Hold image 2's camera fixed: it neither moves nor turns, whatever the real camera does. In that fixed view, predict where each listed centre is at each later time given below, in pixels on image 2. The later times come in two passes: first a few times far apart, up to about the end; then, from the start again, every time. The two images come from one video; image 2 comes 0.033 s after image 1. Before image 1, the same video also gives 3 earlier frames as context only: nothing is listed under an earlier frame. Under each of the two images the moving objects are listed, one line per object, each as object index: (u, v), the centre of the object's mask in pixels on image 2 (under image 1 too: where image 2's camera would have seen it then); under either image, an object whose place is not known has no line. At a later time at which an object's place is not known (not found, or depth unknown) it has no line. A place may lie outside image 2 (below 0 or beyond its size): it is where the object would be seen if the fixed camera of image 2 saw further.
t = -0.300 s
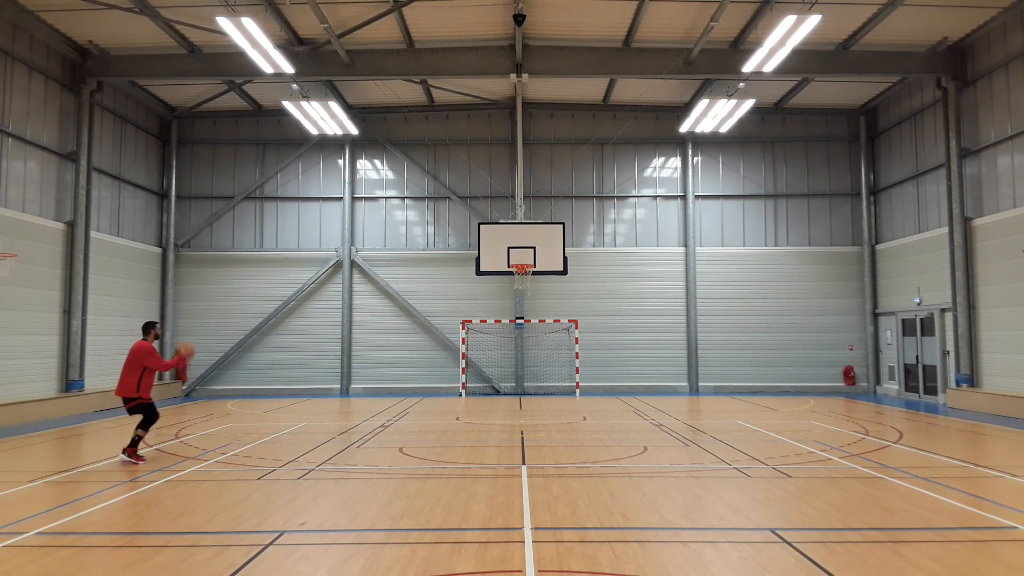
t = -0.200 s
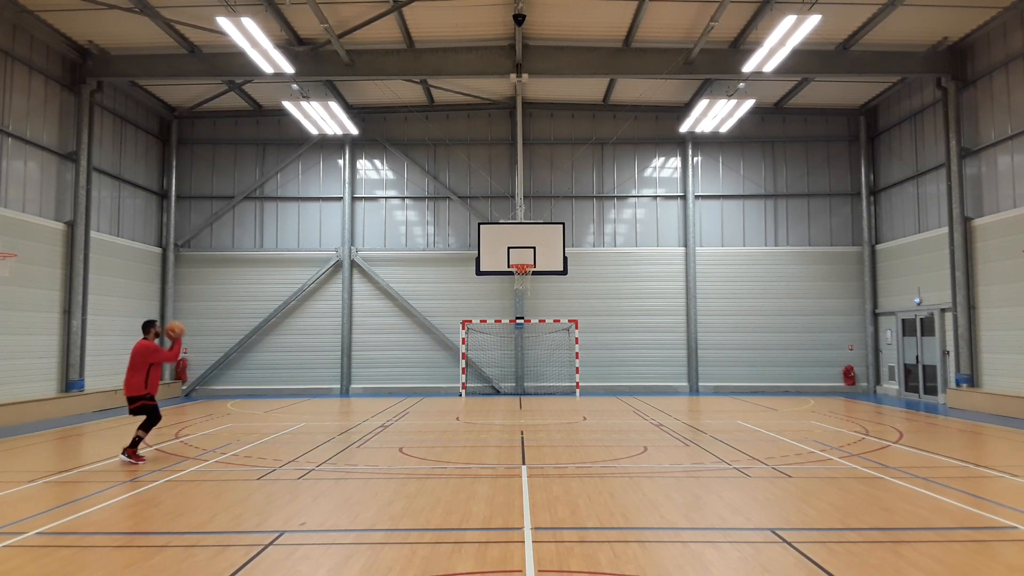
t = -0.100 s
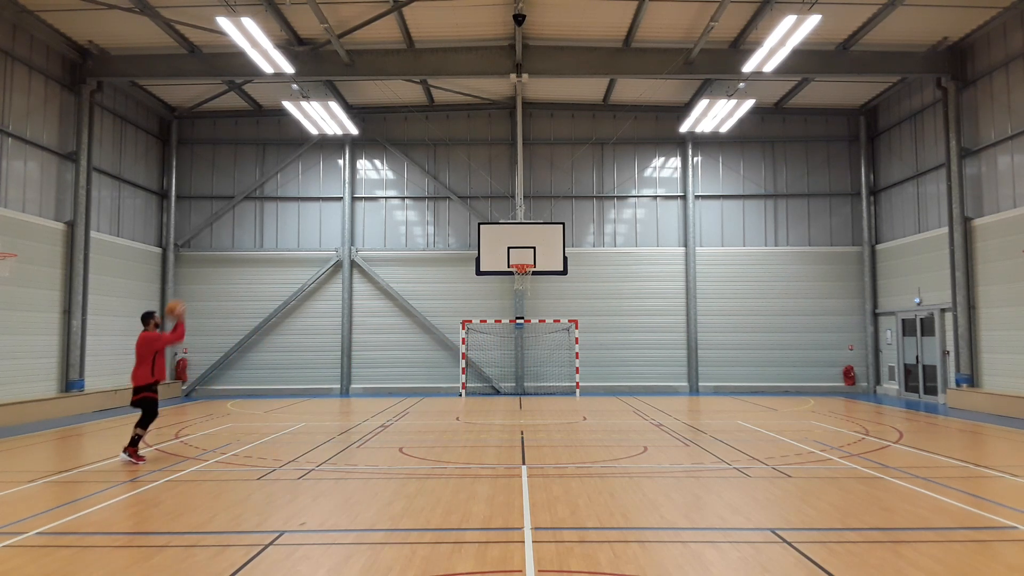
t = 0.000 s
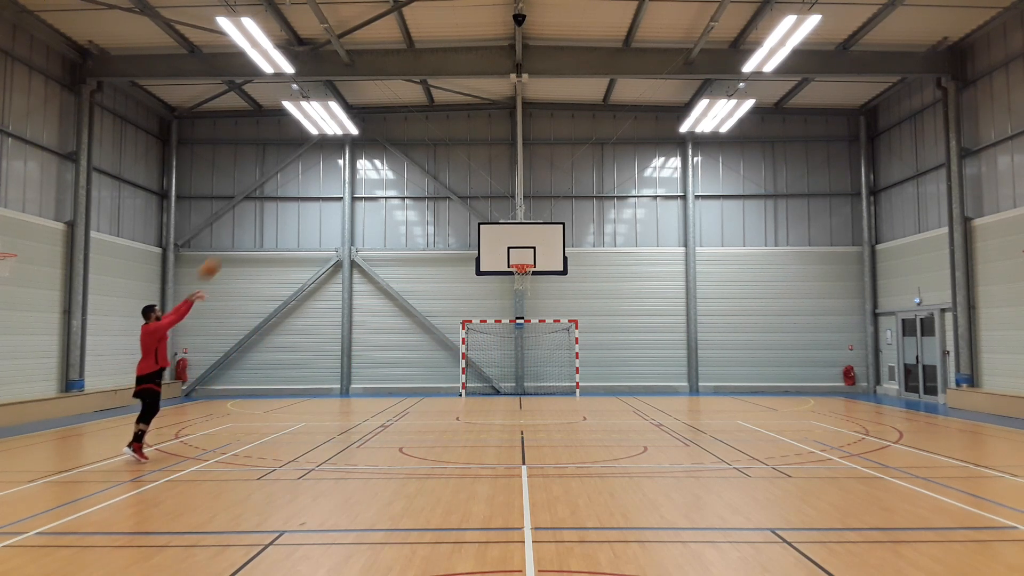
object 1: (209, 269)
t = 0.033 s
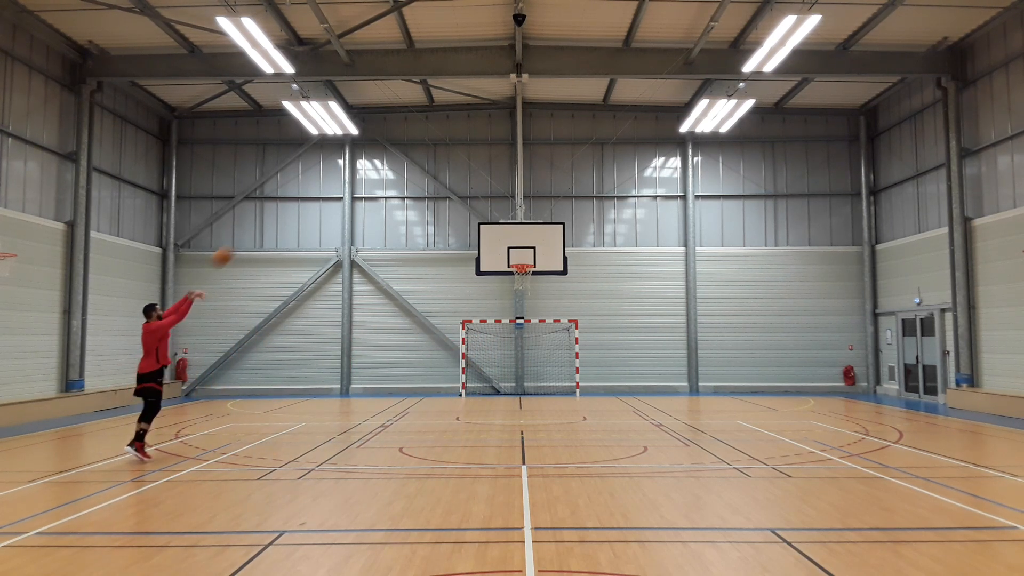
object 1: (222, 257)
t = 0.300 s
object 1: (318, 190)
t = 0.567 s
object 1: (395, 173)
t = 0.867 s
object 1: (465, 200)
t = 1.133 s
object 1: (518, 255)
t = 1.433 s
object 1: (503, 337)
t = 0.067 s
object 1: (236, 245)
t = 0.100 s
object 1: (248, 235)
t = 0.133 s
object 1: (261, 225)
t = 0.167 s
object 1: (273, 216)
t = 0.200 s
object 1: (285, 207)
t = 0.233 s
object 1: (296, 201)
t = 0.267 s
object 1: (307, 195)
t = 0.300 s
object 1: (318, 190)
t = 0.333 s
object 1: (328, 185)
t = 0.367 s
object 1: (338, 182)
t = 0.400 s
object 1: (349, 178)
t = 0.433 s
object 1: (357, 176)
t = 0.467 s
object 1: (368, 174)
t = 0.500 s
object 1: (377, 173)
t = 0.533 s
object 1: (385, 173)
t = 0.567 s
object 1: (395, 173)
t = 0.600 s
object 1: (402, 174)
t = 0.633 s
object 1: (411, 175)
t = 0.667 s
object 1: (419, 177)
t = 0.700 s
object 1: (427, 179)
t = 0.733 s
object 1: (435, 182)
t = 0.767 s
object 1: (442, 186)
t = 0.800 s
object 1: (450, 190)
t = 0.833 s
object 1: (457, 194)
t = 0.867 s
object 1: (465, 200)
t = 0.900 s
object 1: (472, 205)
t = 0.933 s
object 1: (479, 211)
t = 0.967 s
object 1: (486, 217)
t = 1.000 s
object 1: (493, 223)
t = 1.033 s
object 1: (499, 231)
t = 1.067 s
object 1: (505, 238)
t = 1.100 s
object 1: (512, 246)
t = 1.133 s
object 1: (518, 255)
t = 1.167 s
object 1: (524, 261)
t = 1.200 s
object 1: (524, 272)
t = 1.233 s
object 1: (522, 277)
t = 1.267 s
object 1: (517, 289)
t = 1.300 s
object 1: (515, 296)
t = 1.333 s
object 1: (512, 305)
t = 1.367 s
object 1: (509, 314)
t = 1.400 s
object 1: (506, 326)
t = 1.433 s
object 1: (503, 337)
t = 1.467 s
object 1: (500, 348)
